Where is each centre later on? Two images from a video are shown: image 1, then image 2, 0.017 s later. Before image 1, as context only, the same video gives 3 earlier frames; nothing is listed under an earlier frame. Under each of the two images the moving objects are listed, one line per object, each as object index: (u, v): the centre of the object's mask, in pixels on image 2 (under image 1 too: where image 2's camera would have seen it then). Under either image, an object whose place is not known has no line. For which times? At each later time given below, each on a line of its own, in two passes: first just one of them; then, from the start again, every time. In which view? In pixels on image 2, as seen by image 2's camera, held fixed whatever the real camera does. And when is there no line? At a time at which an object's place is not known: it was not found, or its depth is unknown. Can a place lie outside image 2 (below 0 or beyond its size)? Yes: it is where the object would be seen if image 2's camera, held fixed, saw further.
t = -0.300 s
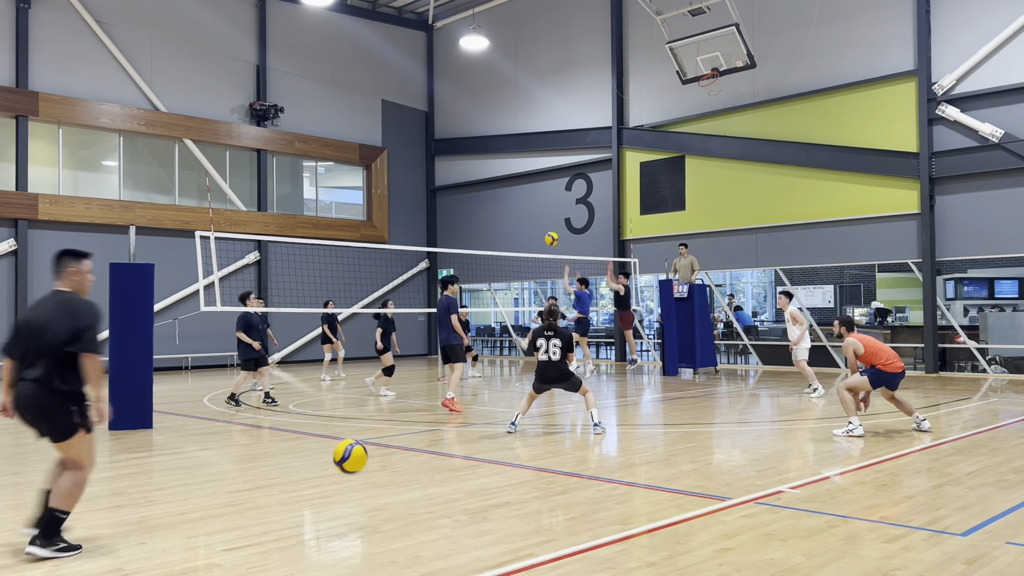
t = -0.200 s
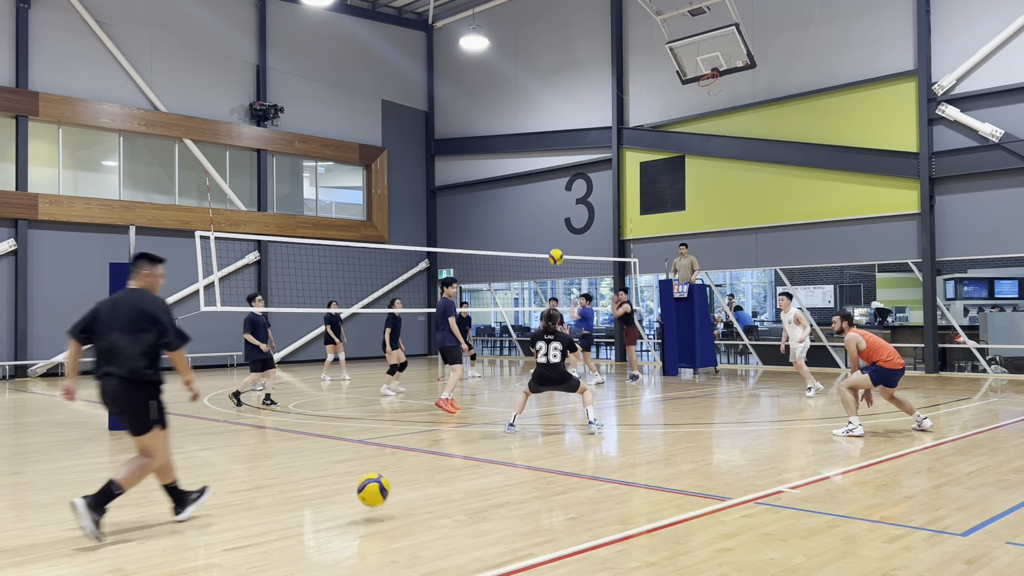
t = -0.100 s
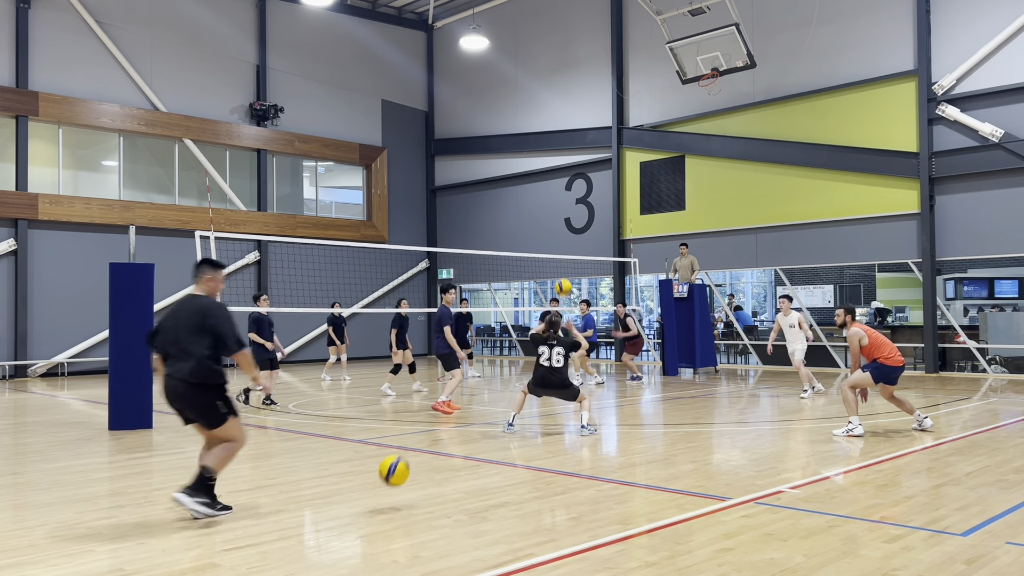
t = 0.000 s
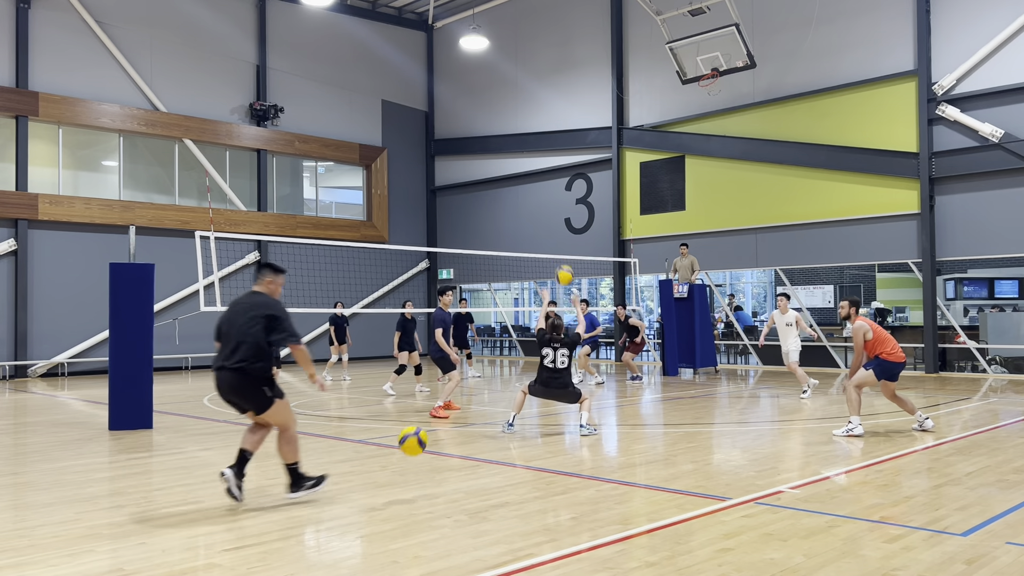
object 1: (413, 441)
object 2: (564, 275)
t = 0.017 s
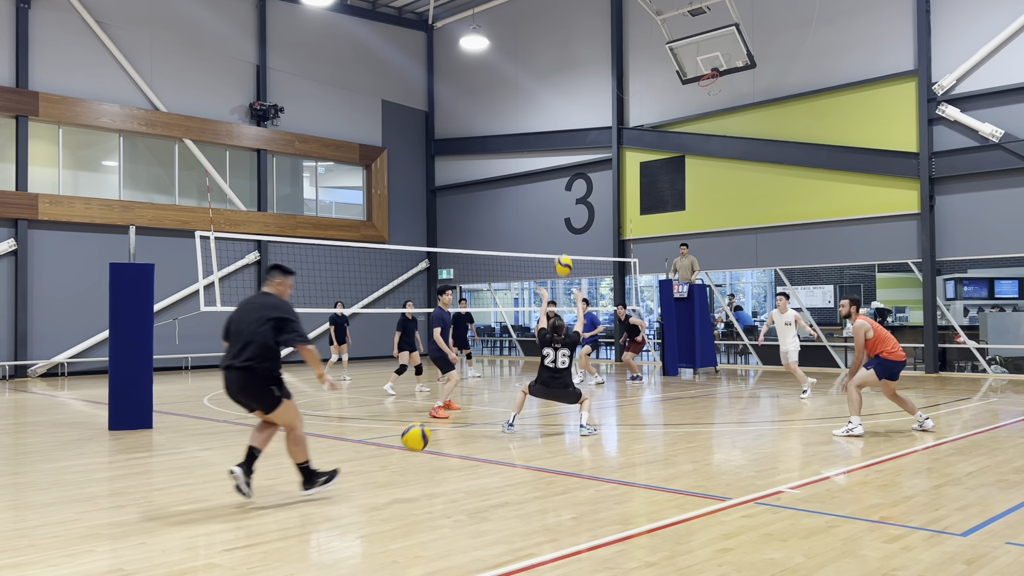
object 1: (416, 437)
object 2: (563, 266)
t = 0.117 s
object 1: (432, 425)
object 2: (555, 204)
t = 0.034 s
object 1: (418, 435)
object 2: (561, 254)
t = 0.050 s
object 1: (421, 431)
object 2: (560, 243)
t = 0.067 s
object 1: (424, 429)
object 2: (559, 234)
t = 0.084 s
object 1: (427, 427)
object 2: (557, 224)
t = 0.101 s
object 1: (429, 426)
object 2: (556, 214)
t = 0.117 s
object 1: (432, 425)
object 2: (555, 204)
